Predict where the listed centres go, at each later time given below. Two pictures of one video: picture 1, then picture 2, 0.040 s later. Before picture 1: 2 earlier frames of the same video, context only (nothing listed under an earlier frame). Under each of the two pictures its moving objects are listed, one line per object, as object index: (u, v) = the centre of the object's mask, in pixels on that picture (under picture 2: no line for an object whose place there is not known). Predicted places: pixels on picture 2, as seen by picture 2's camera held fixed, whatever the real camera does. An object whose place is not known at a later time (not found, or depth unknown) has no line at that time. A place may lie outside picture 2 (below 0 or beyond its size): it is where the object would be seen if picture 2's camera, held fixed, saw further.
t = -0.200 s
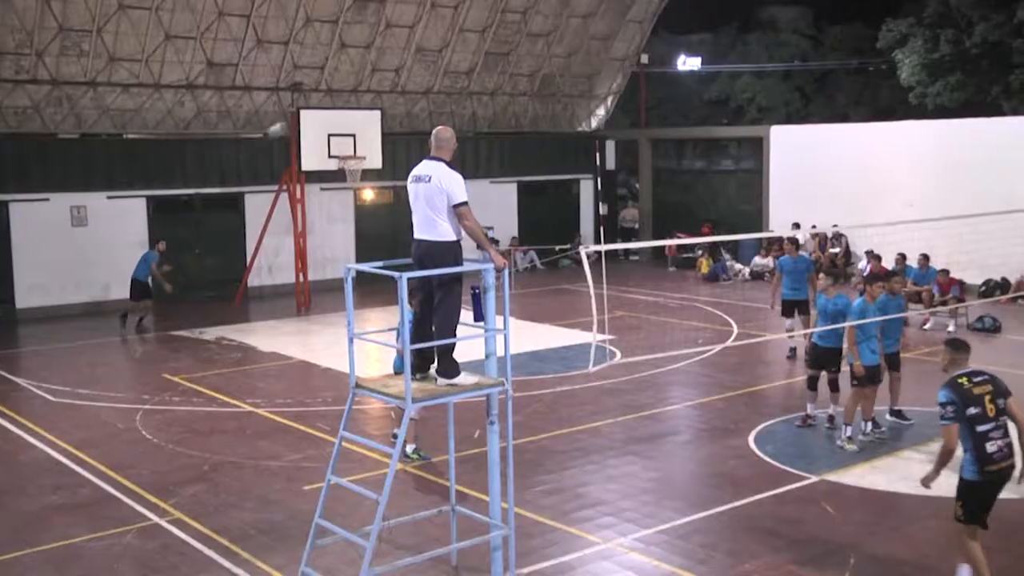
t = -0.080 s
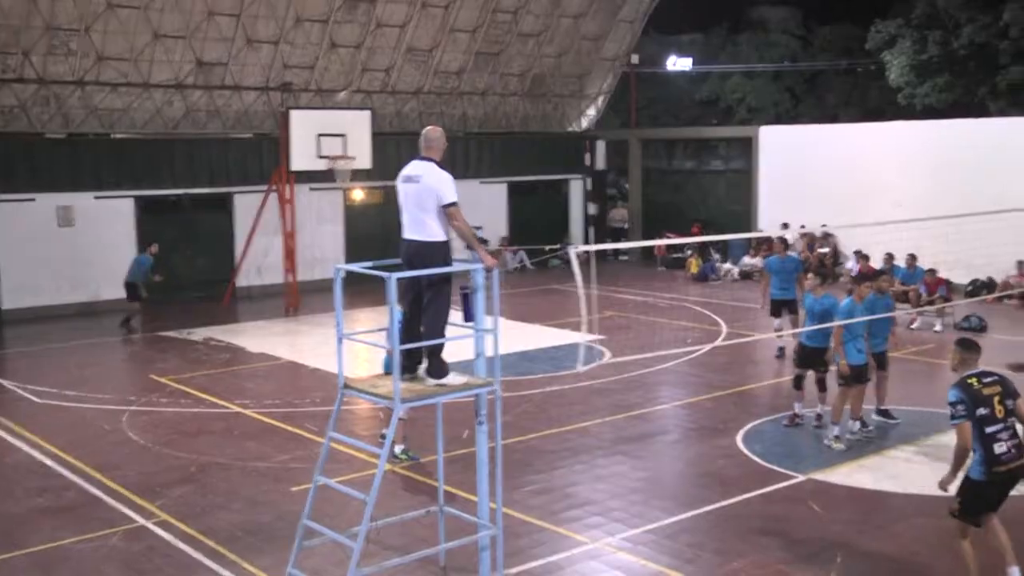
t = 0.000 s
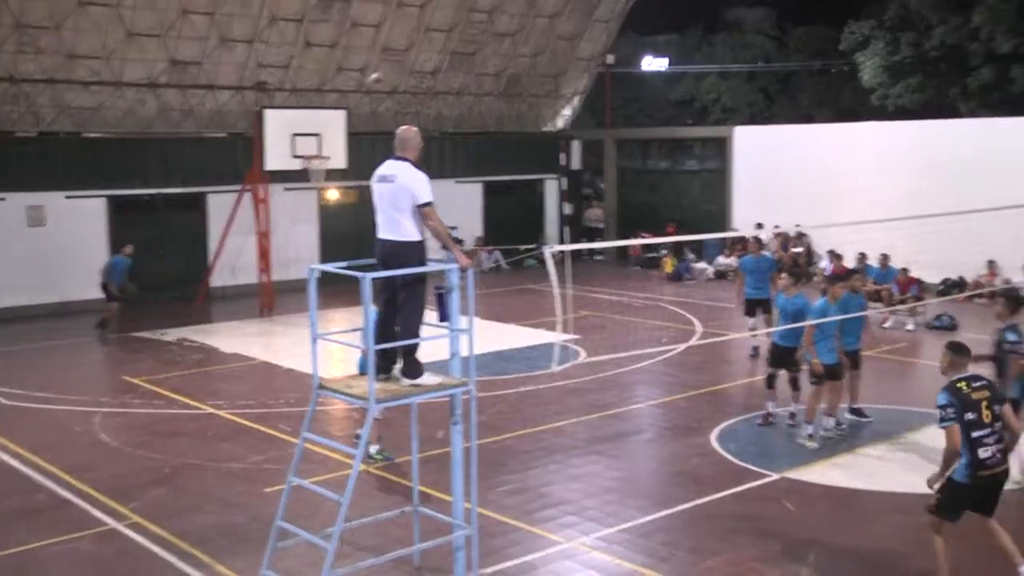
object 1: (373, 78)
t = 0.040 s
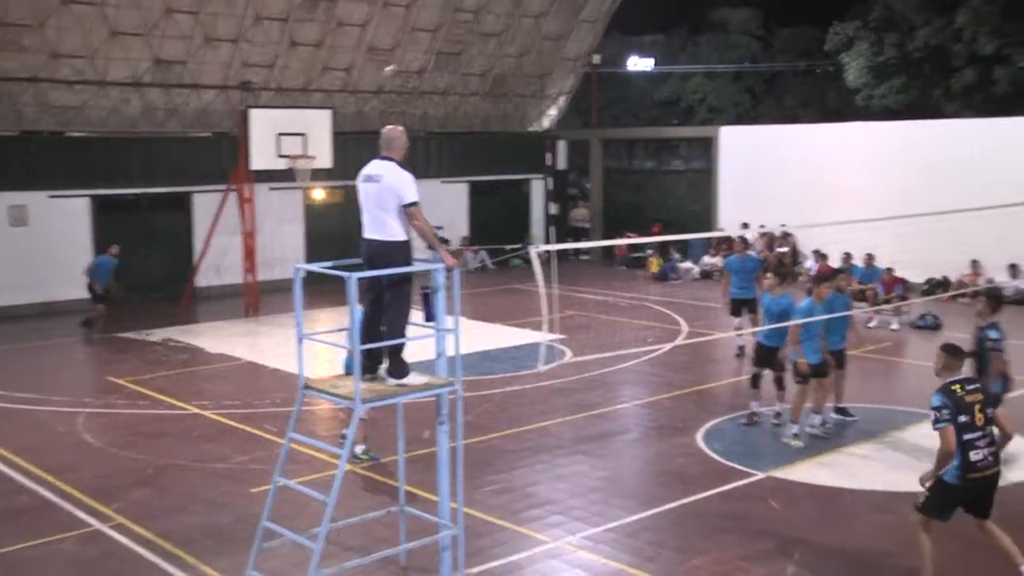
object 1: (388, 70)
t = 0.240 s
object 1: (550, 52)
